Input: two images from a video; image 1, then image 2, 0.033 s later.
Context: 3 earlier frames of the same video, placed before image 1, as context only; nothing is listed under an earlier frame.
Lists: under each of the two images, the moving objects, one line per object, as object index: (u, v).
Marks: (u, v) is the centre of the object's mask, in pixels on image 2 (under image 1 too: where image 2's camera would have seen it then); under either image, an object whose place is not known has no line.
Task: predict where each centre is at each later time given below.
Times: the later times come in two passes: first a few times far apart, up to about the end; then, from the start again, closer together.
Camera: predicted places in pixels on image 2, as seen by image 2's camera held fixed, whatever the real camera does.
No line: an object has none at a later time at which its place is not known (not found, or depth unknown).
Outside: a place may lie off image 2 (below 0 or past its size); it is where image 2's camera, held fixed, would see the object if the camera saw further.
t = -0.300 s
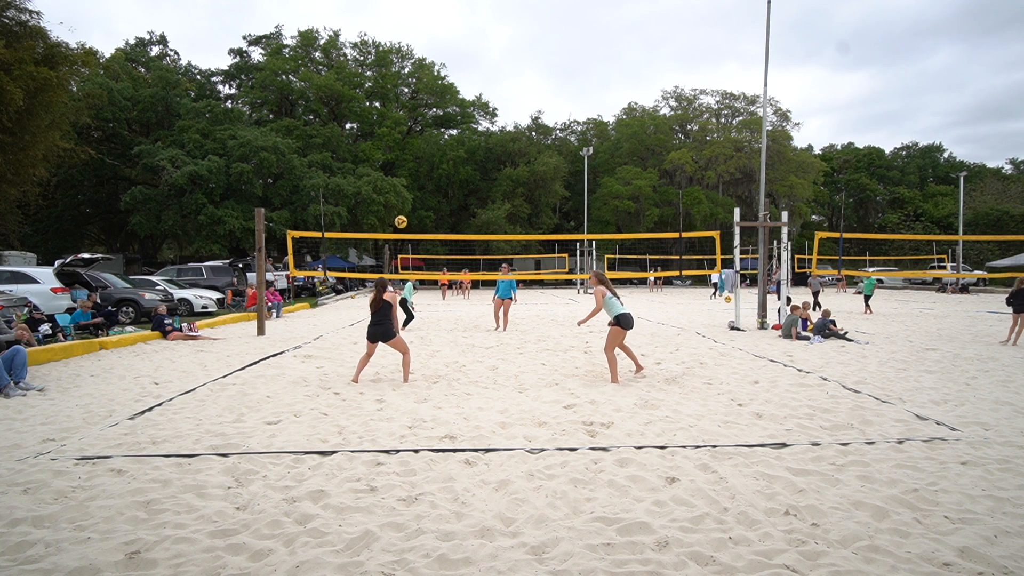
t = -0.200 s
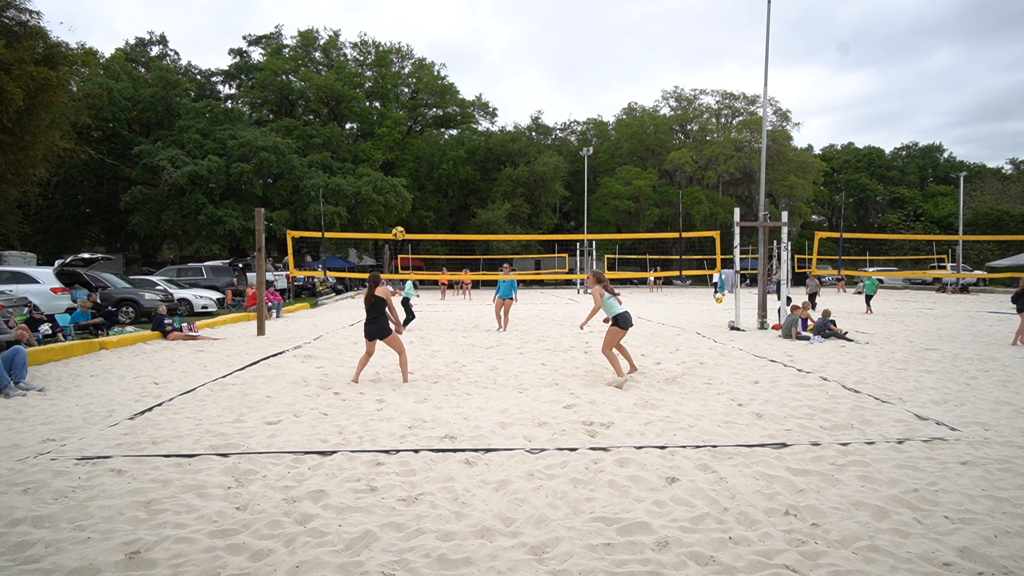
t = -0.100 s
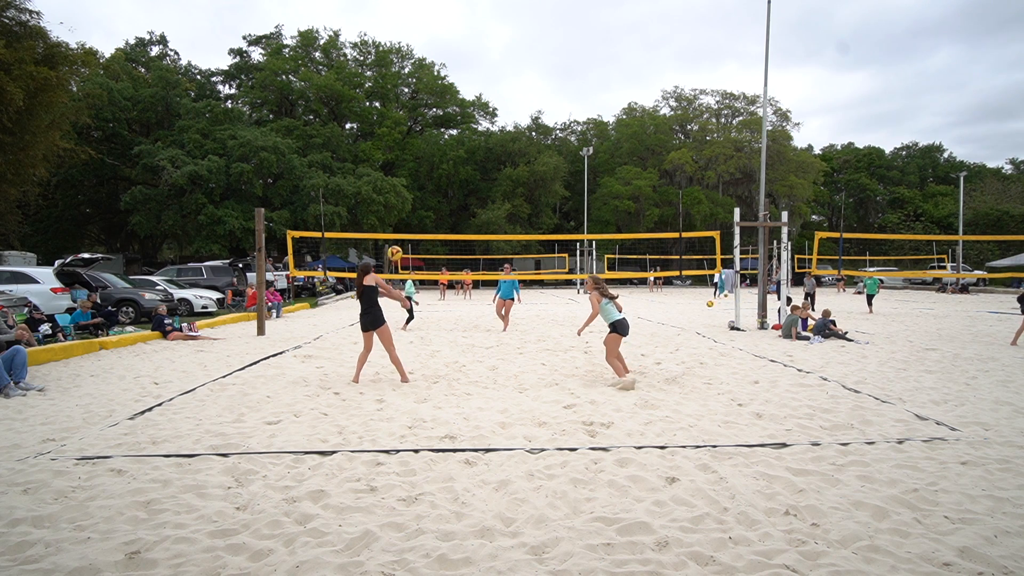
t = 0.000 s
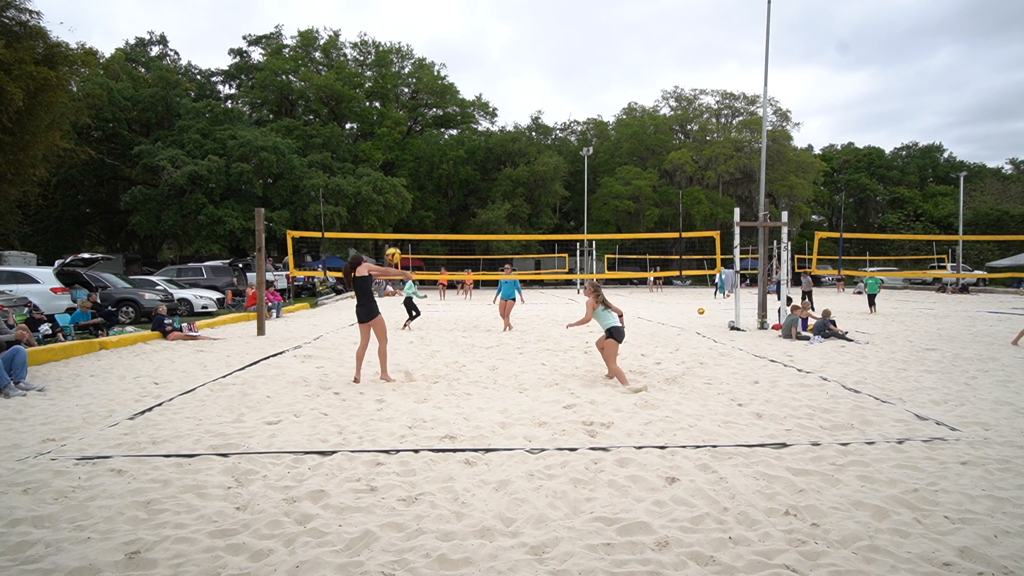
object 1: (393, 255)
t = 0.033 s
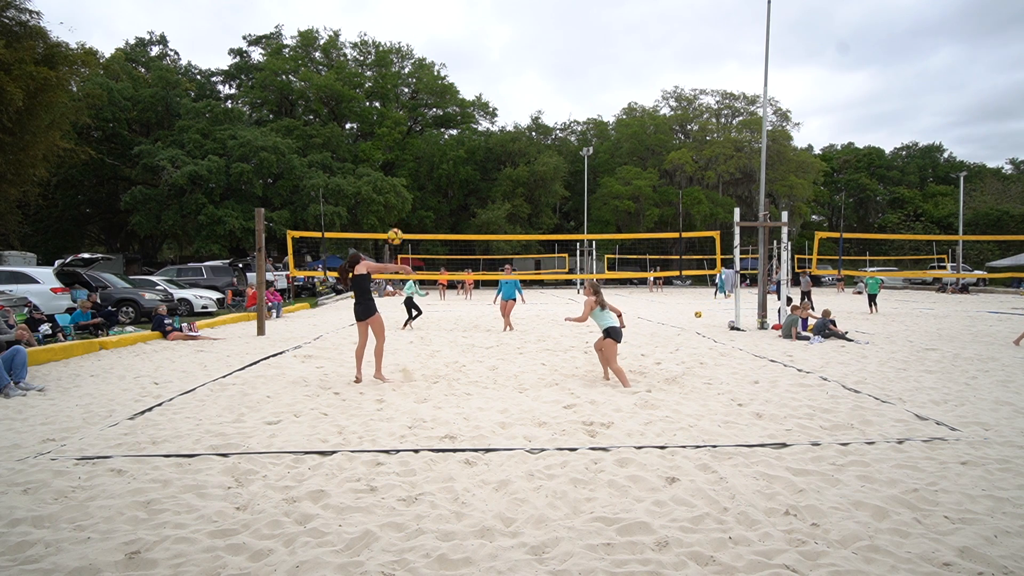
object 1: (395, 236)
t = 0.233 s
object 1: (405, 143)
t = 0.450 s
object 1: (414, 78)
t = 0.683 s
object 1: (423, 47)
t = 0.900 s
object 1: (431, 47)
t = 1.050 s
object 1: (436, 65)
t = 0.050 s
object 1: (396, 226)
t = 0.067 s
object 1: (396, 218)
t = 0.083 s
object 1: (397, 210)
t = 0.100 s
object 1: (398, 201)
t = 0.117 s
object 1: (399, 193)
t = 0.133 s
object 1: (400, 185)
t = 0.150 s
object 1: (401, 177)
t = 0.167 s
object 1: (401, 170)
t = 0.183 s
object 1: (402, 163)
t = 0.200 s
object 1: (403, 156)
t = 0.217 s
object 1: (404, 149)
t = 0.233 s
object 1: (405, 143)
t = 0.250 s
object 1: (405, 136)
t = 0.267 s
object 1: (406, 131)
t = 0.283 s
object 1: (407, 125)
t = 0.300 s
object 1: (408, 119)
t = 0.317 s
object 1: (408, 114)
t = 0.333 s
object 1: (409, 109)
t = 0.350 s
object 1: (410, 104)
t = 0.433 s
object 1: (414, 83)
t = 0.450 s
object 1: (414, 78)
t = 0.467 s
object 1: (415, 75)
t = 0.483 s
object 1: (416, 72)
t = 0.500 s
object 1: (416, 69)
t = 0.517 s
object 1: (417, 66)
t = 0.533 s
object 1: (418, 63)
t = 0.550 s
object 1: (419, 61)
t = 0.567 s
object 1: (419, 58)
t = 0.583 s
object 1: (420, 56)
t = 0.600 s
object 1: (420, 54)
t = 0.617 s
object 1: (421, 53)
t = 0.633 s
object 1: (421, 51)
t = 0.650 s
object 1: (422, 49)
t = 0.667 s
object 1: (422, 48)
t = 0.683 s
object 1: (423, 47)
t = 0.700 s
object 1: (424, 46)
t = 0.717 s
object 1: (424, 45)
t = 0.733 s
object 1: (425, 44)
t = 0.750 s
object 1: (426, 44)
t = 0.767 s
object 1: (426, 44)
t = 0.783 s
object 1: (427, 43)
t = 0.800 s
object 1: (427, 44)
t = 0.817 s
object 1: (428, 44)
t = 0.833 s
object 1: (429, 44)
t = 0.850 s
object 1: (429, 45)
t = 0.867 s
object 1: (430, 45)
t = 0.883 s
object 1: (430, 46)
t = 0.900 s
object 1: (431, 47)
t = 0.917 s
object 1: (431, 49)
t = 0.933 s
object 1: (432, 50)
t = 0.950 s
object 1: (433, 52)
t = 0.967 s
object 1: (433, 53)
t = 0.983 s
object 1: (434, 55)
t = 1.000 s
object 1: (434, 57)
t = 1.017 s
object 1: (435, 60)
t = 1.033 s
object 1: (435, 62)
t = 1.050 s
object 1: (436, 65)
